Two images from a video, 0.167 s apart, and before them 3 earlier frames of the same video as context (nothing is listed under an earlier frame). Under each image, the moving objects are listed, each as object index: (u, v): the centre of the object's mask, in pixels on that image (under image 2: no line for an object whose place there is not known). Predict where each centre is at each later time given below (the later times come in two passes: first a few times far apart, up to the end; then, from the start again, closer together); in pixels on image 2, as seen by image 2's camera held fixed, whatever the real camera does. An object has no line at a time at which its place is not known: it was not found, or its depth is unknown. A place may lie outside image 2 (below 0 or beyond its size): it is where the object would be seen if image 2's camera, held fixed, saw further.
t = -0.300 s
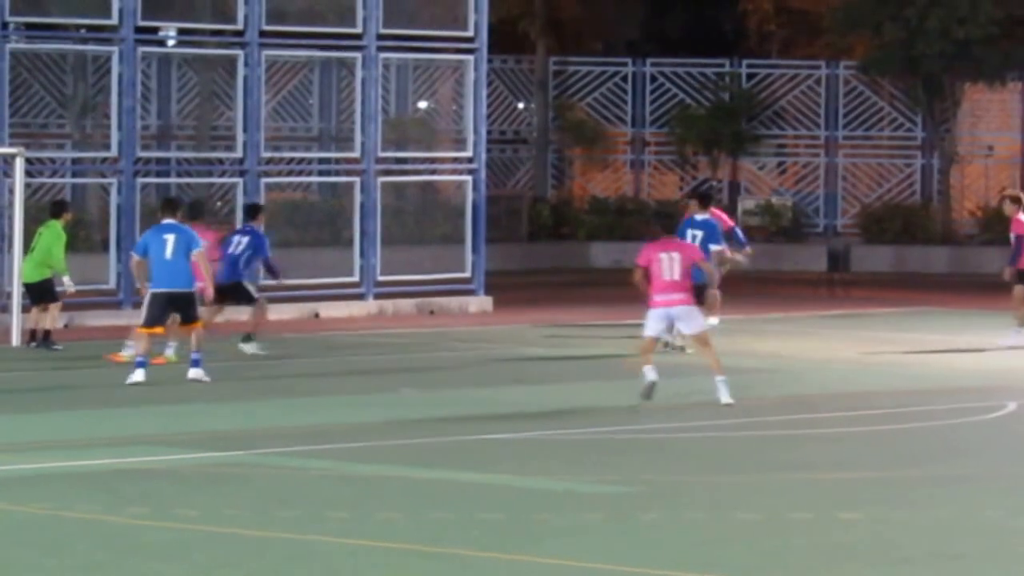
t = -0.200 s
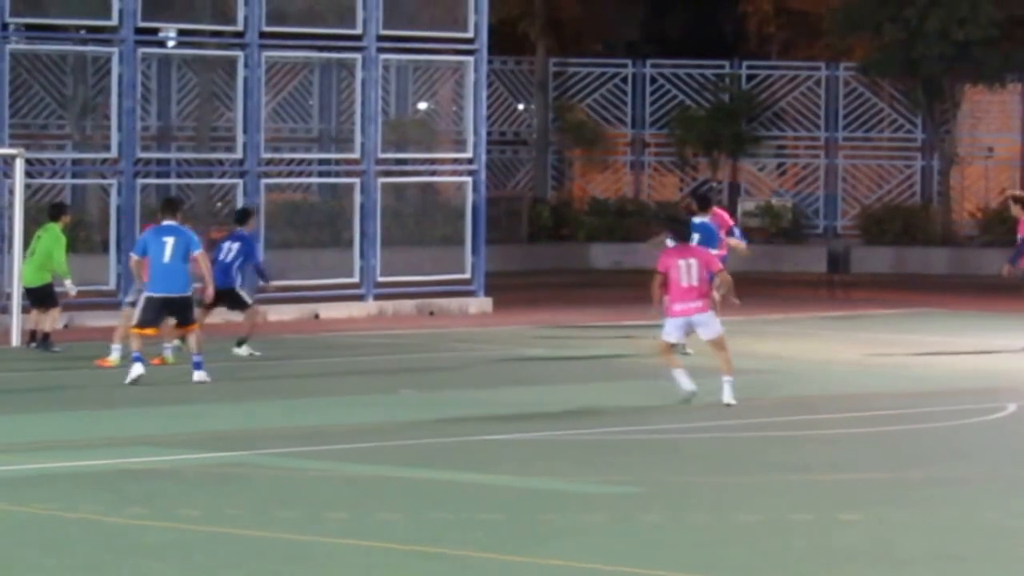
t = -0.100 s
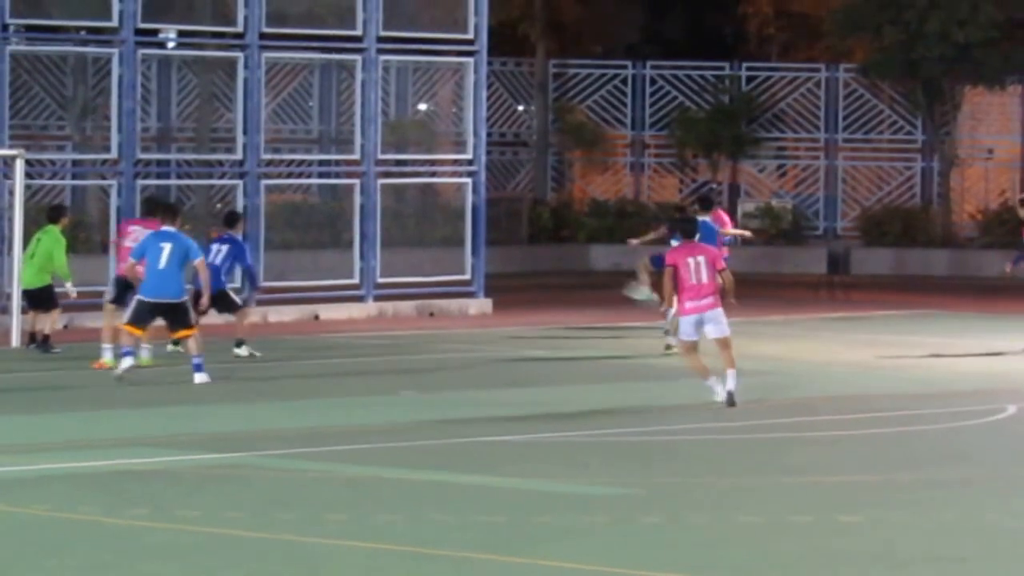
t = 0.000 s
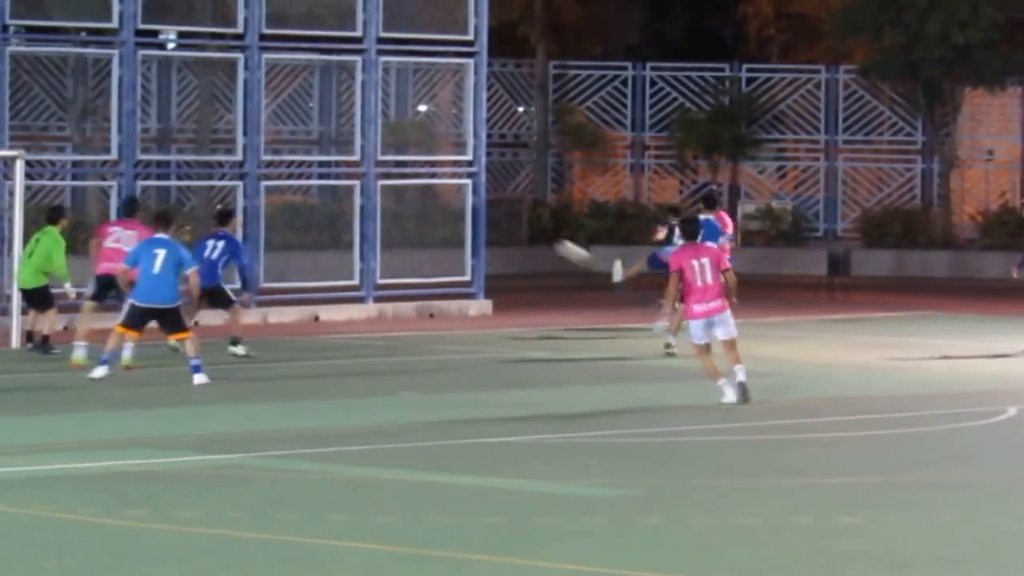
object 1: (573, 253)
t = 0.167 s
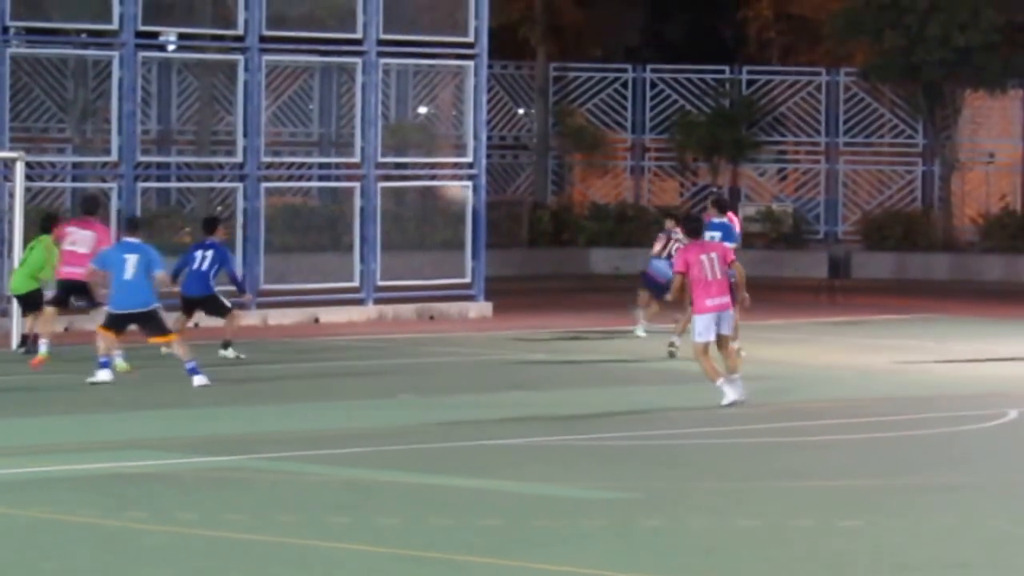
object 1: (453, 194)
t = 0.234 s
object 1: (410, 172)
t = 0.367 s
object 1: (316, 139)
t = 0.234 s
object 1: (410, 172)
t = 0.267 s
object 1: (388, 162)
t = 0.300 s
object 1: (363, 153)
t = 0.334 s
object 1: (339, 147)
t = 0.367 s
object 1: (316, 139)
